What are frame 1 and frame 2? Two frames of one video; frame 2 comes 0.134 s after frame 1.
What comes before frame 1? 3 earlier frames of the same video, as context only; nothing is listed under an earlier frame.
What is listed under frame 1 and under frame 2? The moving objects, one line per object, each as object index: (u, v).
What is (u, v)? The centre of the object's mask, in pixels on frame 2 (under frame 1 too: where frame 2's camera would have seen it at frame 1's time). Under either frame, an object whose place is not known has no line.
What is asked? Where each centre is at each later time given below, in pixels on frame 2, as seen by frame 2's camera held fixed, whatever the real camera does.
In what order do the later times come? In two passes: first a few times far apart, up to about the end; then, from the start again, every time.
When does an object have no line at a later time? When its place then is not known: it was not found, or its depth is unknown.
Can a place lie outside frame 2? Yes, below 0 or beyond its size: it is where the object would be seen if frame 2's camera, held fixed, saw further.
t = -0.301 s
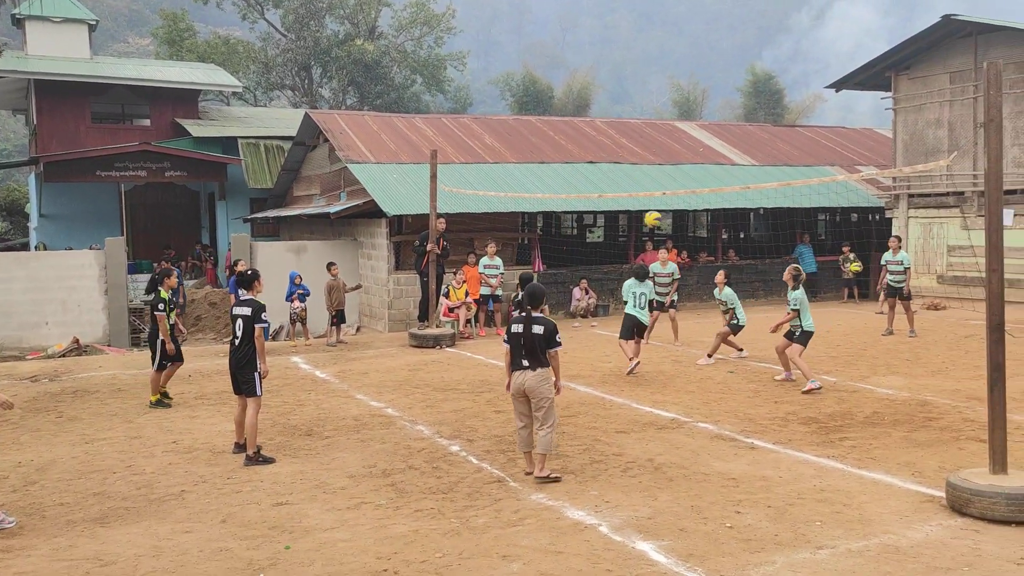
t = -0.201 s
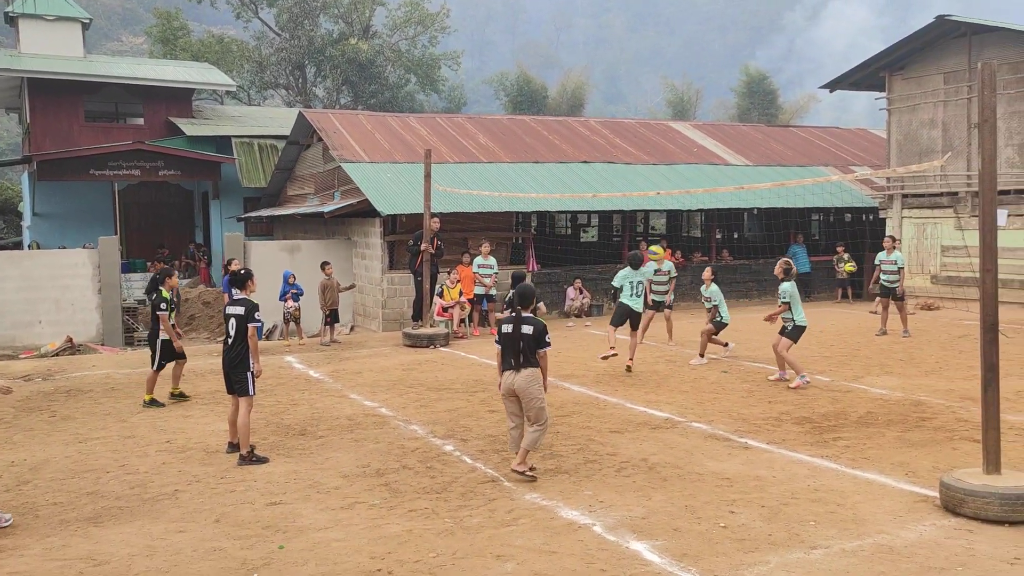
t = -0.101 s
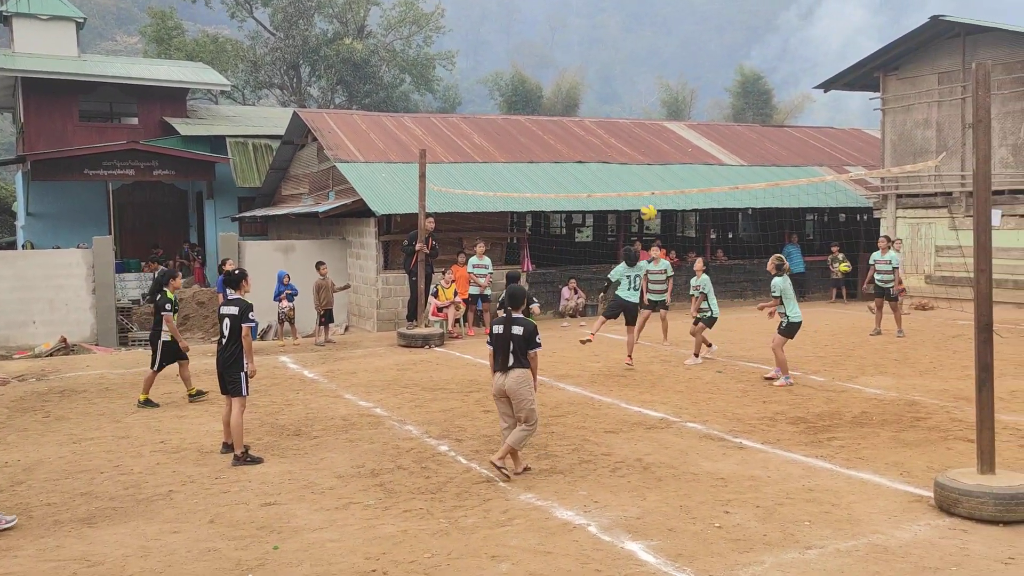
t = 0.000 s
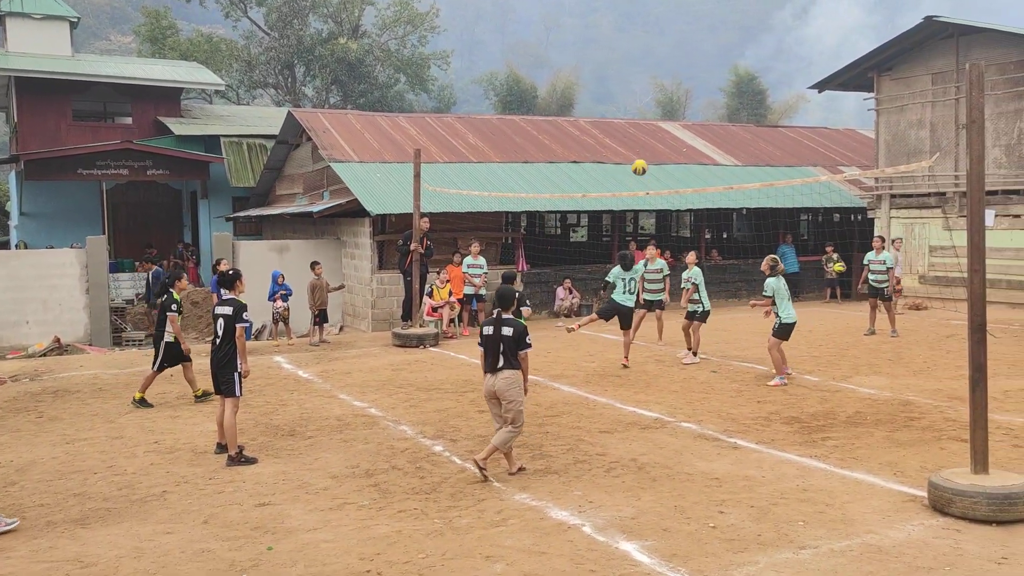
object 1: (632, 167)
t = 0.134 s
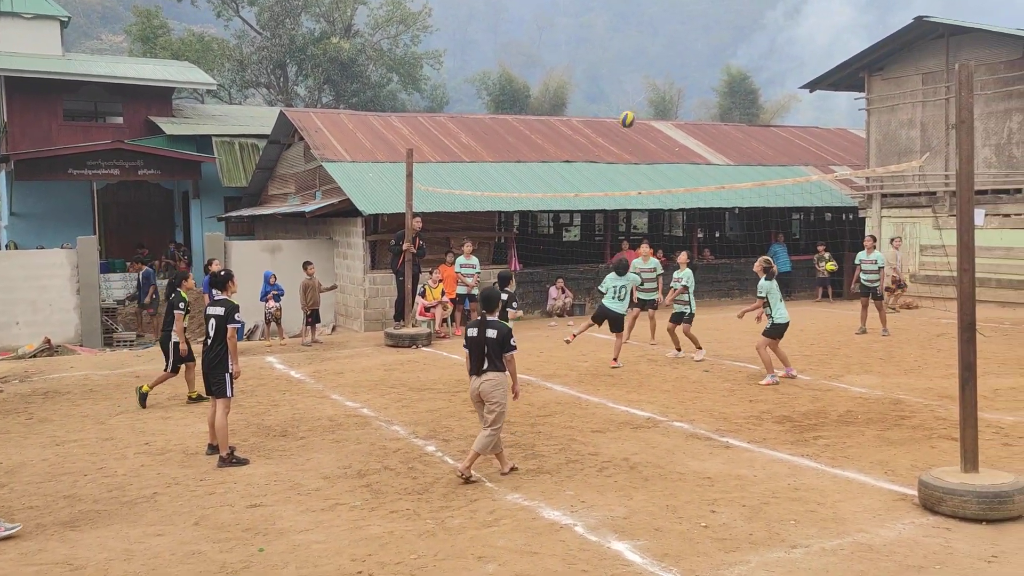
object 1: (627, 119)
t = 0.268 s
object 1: (623, 86)
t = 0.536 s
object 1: (615, 58)
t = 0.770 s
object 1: (608, 78)
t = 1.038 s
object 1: (601, 146)
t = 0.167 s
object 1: (626, 110)
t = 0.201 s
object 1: (625, 101)
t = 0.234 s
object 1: (624, 93)
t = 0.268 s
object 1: (623, 86)
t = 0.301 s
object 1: (622, 79)
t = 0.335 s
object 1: (621, 74)
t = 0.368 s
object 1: (620, 69)
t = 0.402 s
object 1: (619, 65)
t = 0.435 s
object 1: (618, 62)
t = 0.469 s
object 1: (617, 60)
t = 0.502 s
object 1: (616, 59)
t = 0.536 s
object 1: (615, 58)
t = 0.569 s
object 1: (614, 59)
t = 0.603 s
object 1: (613, 60)
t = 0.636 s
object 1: (612, 62)
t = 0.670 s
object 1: (611, 64)
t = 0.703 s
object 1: (610, 68)
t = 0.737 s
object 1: (609, 72)
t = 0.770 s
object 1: (608, 78)
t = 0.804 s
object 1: (607, 84)
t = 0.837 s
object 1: (606, 91)
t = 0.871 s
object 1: (605, 98)
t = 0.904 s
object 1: (605, 106)
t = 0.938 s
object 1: (603, 115)
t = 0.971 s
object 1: (602, 125)
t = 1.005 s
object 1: (602, 135)
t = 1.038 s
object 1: (601, 146)
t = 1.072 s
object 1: (600, 158)
